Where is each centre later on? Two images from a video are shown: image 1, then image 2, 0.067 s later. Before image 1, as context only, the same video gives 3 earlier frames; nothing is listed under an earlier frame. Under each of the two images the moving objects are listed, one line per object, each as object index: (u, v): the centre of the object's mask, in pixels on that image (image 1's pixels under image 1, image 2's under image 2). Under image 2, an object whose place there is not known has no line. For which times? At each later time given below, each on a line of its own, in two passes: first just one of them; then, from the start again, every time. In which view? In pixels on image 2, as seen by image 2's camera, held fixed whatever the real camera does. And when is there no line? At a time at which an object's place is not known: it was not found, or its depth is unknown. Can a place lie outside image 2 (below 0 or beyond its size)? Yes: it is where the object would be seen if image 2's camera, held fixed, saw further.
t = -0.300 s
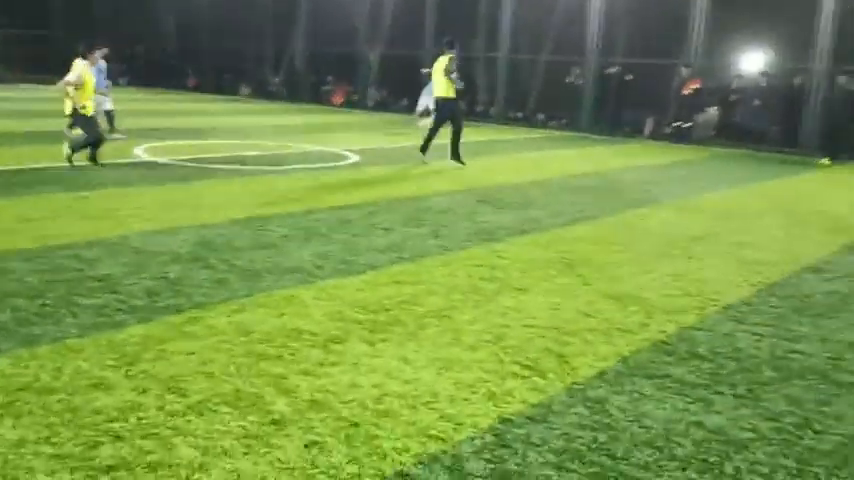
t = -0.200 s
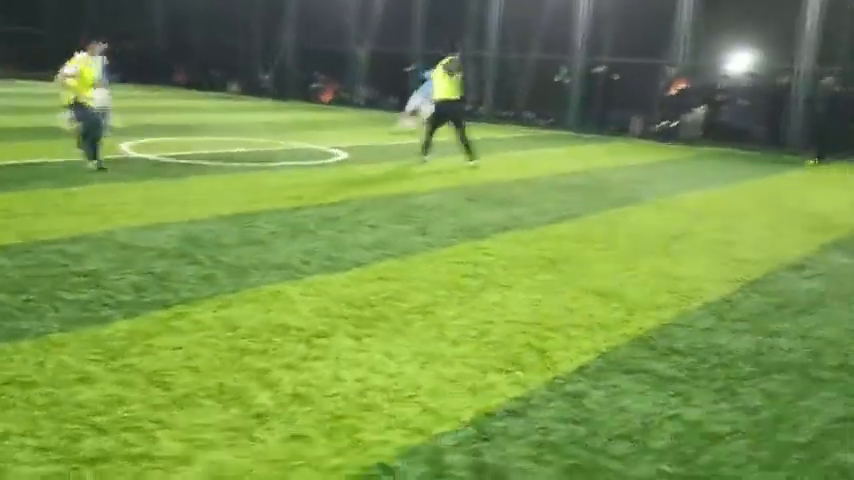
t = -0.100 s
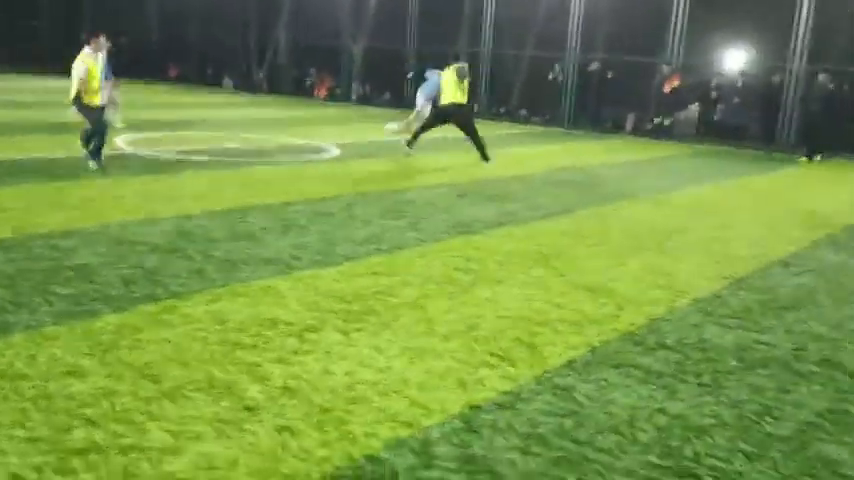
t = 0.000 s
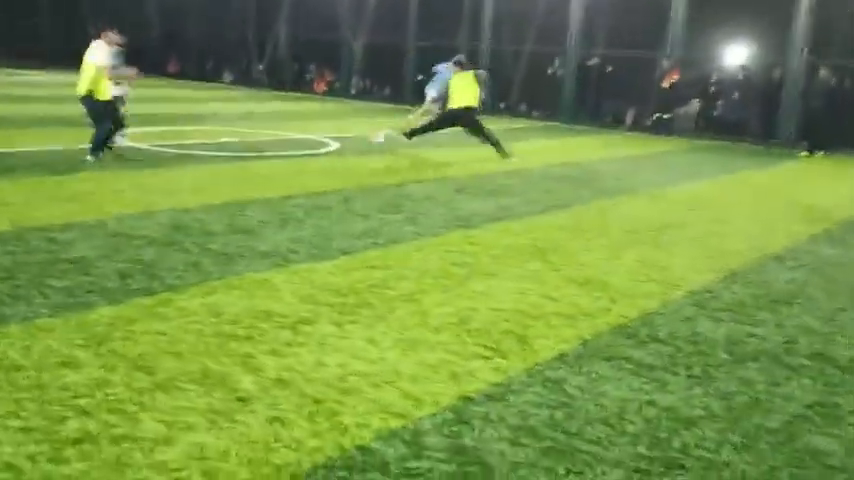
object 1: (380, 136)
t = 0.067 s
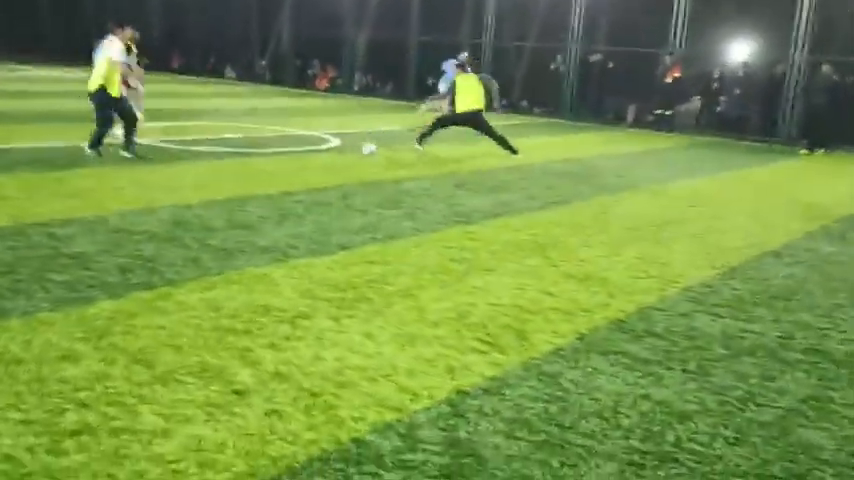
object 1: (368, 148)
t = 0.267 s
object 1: (331, 163)
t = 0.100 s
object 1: (364, 148)
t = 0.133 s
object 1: (357, 149)
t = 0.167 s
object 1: (352, 150)
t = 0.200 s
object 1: (345, 153)
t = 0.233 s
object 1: (338, 157)
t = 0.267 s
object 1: (331, 163)
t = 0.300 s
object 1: (322, 169)
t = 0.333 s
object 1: (314, 173)
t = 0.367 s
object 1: (306, 173)
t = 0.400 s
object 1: (300, 175)
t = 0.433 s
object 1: (288, 177)
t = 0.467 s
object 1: (280, 182)
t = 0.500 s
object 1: (266, 189)
